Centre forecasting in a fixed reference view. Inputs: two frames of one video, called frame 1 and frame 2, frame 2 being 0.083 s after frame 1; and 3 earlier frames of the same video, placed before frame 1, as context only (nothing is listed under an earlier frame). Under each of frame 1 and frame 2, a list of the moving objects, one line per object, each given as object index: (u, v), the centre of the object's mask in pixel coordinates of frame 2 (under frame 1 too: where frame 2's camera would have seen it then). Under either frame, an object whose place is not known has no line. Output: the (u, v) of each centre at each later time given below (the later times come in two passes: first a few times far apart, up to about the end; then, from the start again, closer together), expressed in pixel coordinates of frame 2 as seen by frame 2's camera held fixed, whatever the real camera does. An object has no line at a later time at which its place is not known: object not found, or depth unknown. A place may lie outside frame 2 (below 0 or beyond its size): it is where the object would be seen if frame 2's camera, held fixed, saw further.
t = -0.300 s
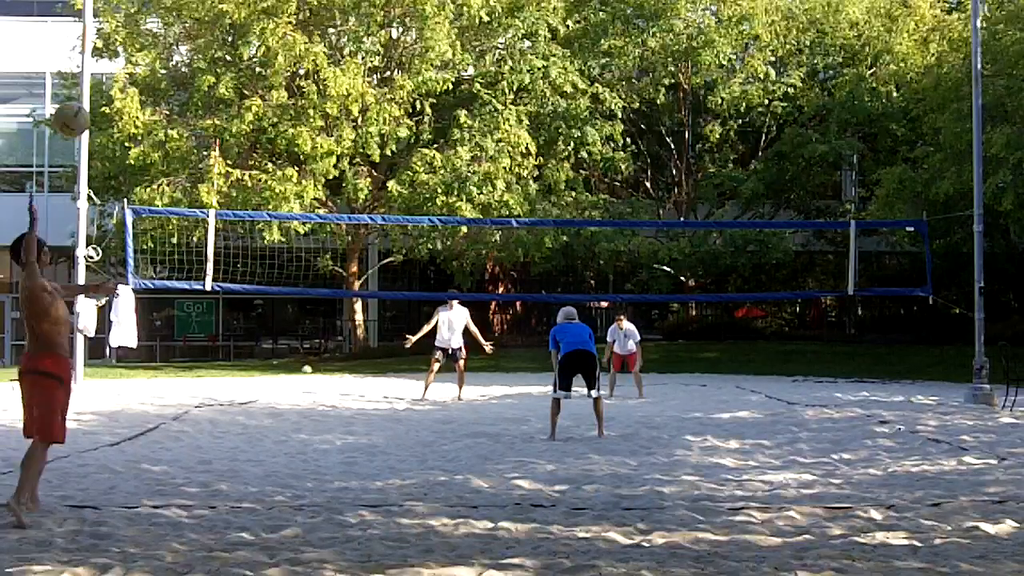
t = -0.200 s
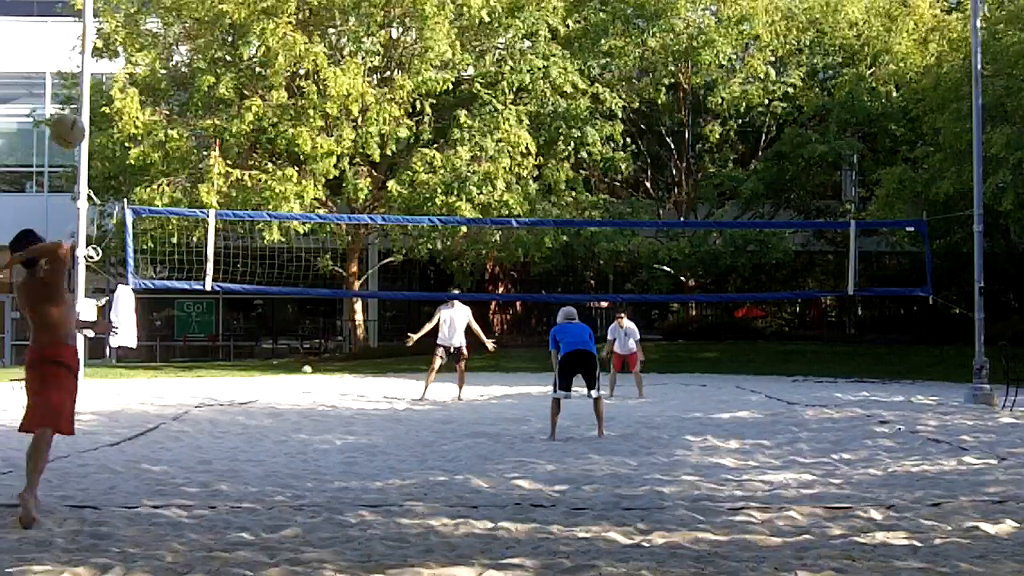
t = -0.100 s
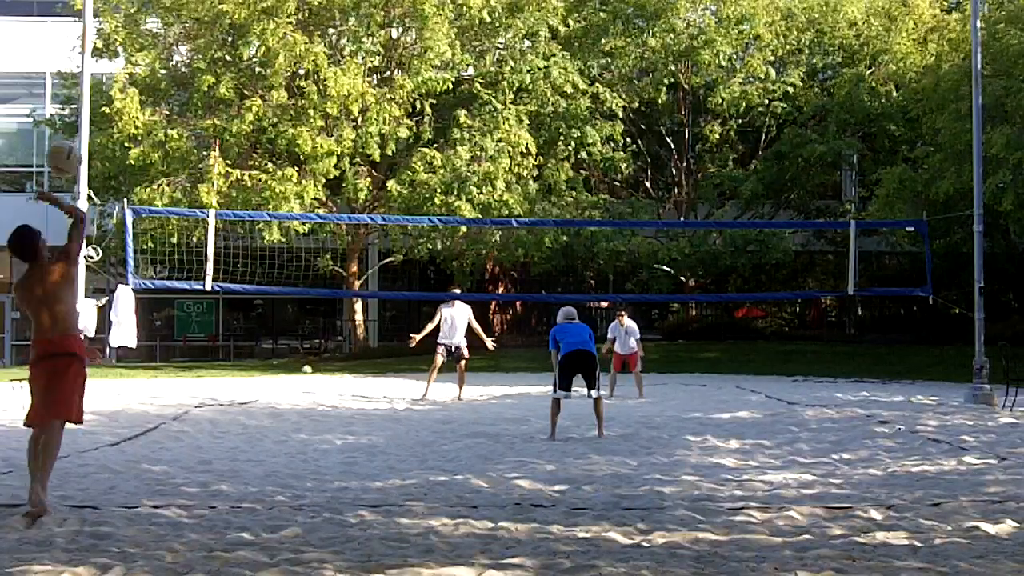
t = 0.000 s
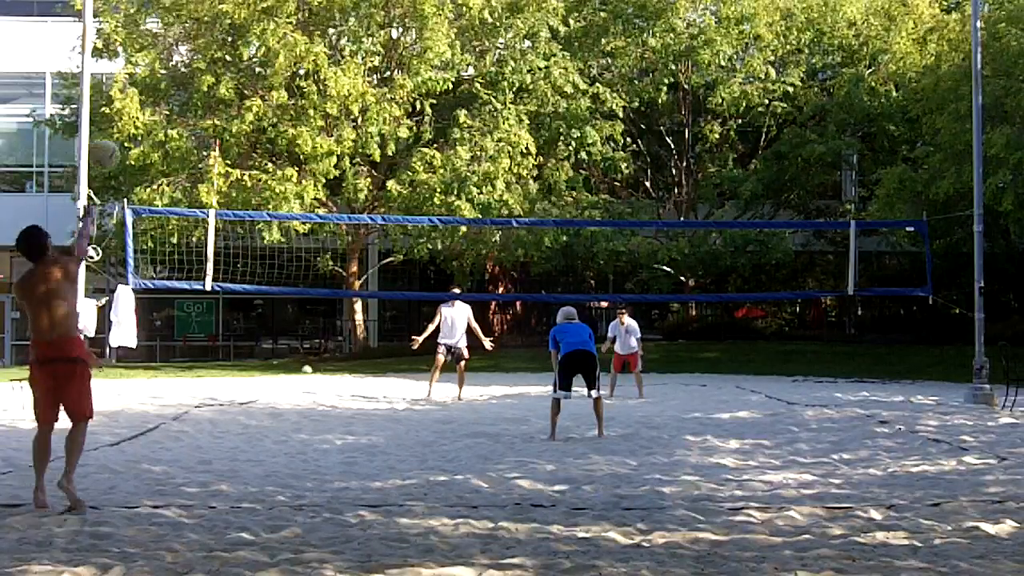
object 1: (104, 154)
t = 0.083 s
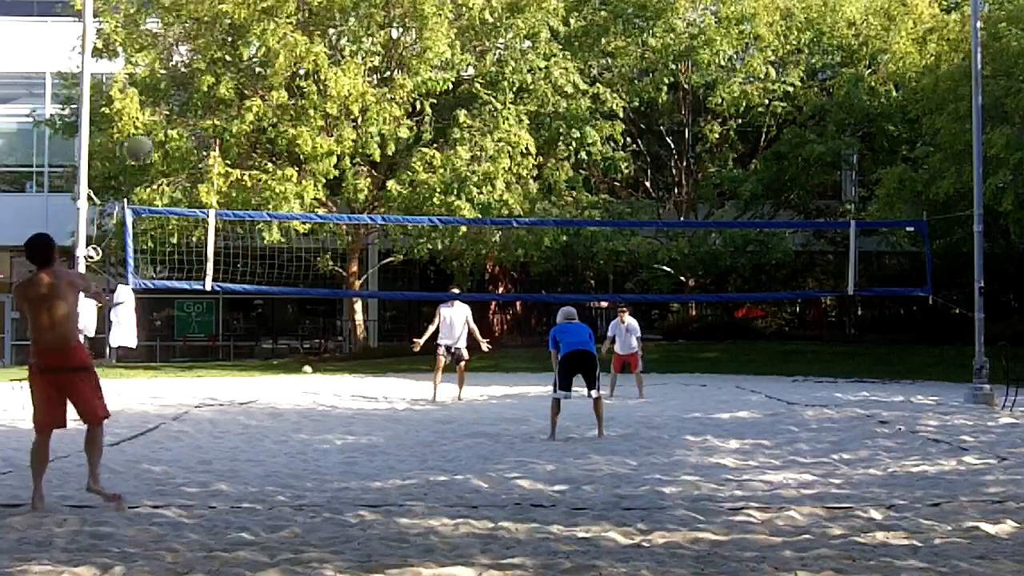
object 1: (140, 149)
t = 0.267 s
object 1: (196, 161)
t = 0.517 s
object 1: (244, 215)
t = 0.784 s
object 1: (245, 298)
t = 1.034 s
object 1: (240, 403)
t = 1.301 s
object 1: (252, 404)
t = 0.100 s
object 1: (145, 149)
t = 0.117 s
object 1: (150, 148)
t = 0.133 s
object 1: (155, 150)
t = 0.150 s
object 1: (163, 151)
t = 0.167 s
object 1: (167, 152)
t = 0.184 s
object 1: (172, 152)
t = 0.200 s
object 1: (177, 154)
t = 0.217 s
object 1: (182, 155)
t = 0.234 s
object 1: (186, 157)
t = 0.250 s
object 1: (192, 158)
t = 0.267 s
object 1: (196, 161)
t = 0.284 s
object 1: (200, 164)
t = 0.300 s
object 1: (205, 167)
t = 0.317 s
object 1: (209, 170)
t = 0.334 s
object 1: (214, 172)
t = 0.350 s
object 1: (217, 175)
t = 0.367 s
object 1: (221, 178)
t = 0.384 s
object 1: (225, 182)
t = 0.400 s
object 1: (227, 187)
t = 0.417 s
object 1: (229, 192)
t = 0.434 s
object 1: (232, 195)
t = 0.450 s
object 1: (235, 200)
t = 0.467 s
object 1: (238, 203)
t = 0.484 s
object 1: (240, 208)
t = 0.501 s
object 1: (243, 212)
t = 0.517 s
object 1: (244, 215)
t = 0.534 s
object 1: (245, 220)
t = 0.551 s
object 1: (245, 225)
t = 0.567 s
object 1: (245, 230)
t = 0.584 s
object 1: (245, 235)
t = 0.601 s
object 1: (245, 240)
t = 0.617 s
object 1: (245, 246)
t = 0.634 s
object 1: (246, 251)
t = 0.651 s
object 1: (246, 257)
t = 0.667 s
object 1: (246, 262)
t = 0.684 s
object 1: (246, 268)
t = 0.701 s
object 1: (246, 273)
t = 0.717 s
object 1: (246, 279)
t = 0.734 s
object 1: (246, 284)
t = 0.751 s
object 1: (246, 288)
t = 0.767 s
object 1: (245, 293)
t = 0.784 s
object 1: (245, 298)
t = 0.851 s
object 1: (243, 320)
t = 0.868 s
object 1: (243, 326)
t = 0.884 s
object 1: (243, 333)
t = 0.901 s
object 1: (243, 340)
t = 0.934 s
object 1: (243, 353)
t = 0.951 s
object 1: (242, 361)
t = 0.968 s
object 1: (242, 367)
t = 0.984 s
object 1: (242, 376)
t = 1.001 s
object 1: (241, 385)
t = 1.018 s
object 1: (241, 395)
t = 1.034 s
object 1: (240, 403)
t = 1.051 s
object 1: (240, 412)
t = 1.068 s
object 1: (240, 411)
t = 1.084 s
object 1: (241, 410)
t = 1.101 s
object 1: (241, 408)
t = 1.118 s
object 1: (243, 407)
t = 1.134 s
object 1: (244, 405)
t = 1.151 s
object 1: (245, 404)
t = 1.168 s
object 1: (247, 403)
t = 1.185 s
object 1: (247, 402)
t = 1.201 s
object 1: (248, 402)
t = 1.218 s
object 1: (249, 402)
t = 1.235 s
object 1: (249, 402)
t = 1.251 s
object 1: (250, 402)
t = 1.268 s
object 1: (251, 402)
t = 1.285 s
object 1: (252, 403)
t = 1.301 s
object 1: (252, 404)
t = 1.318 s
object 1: (254, 405)
